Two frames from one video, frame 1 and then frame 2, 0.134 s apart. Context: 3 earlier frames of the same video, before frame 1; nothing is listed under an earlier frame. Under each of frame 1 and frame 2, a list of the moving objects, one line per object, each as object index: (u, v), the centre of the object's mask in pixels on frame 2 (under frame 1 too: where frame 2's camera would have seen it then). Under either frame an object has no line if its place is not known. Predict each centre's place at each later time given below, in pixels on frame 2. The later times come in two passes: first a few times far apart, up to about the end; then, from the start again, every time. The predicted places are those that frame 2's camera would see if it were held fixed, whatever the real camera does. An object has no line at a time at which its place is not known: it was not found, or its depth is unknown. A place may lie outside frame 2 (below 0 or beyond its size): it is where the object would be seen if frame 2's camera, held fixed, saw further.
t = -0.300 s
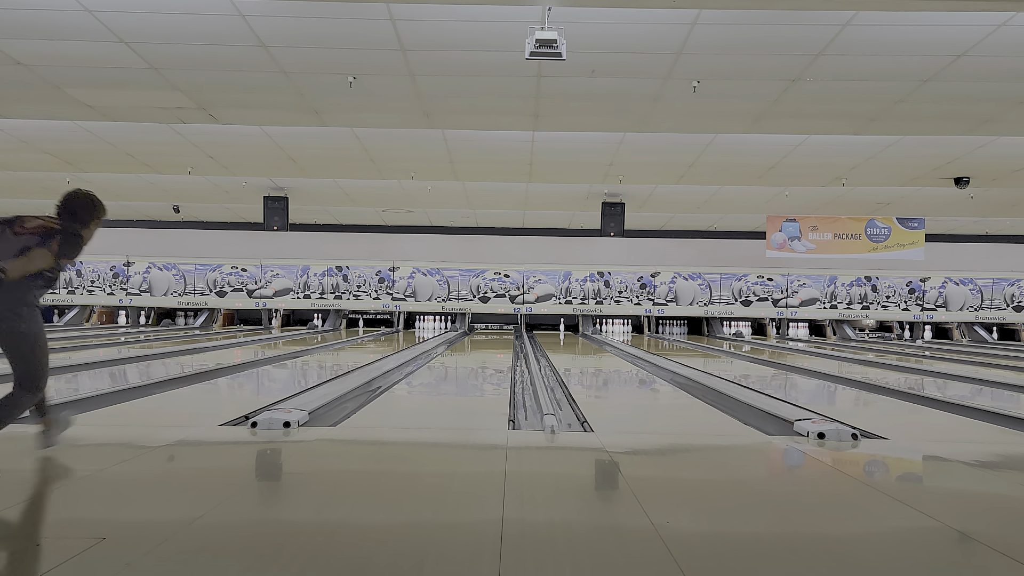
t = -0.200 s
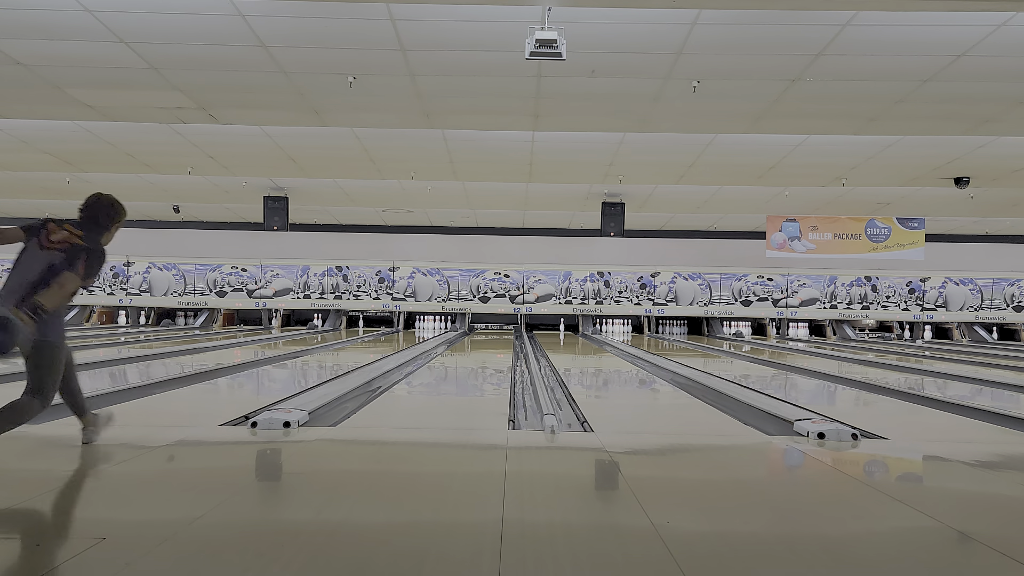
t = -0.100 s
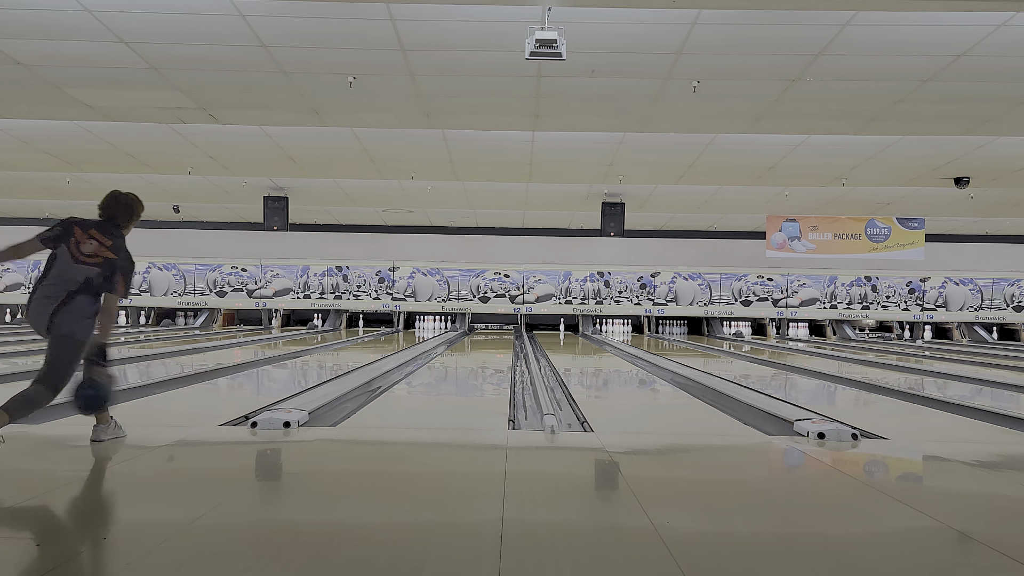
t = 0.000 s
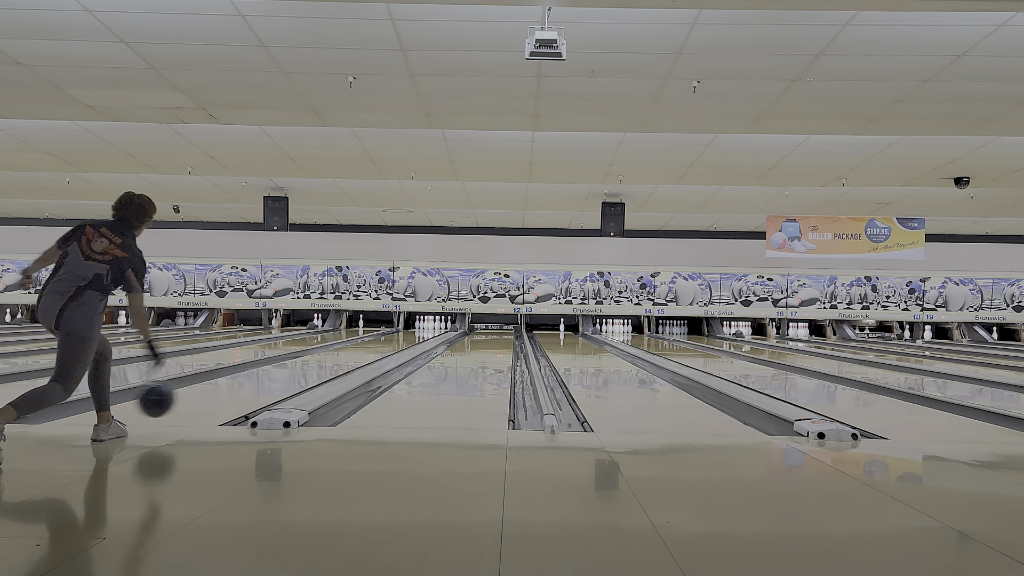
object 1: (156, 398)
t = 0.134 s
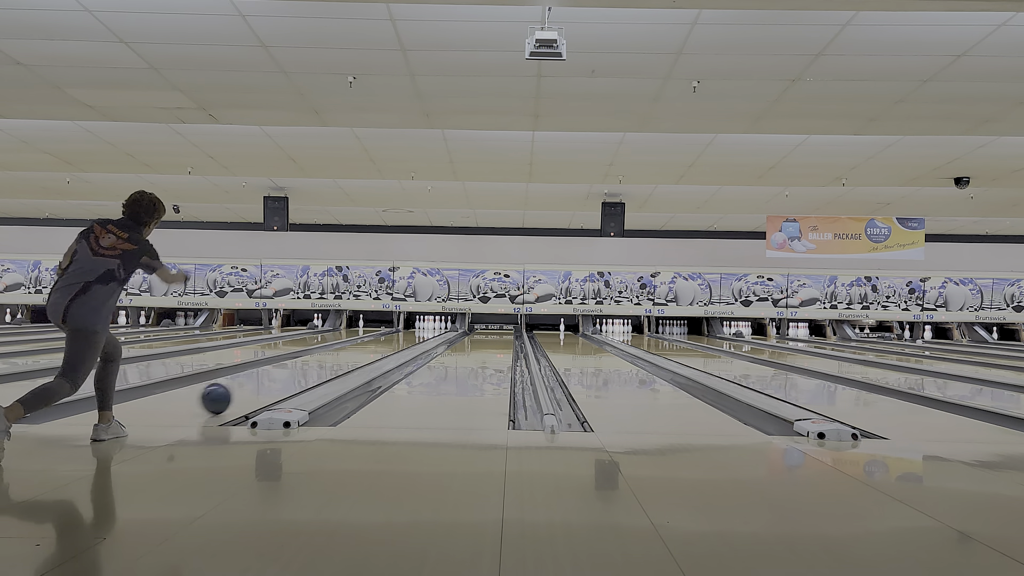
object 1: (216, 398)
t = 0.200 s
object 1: (239, 392)
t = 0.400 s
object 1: (292, 376)
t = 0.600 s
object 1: (327, 365)
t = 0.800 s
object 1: (352, 357)
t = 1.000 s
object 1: (371, 351)
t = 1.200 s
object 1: (386, 346)
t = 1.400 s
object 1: (398, 342)
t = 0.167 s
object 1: (228, 395)
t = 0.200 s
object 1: (239, 392)
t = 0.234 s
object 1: (250, 388)
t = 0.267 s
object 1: (259, 385)
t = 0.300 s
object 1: (268, 383)
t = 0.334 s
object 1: (276, 380)
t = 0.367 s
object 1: (284, 378)
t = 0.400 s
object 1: (292, 376)
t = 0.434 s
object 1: (298, 374)
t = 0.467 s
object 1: (305, 372)
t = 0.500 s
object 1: (311, 370)
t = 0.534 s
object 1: (316, 368)
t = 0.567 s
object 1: (322, 366)
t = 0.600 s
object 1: (327, 365)
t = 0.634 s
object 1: (332, 363)
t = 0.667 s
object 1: (336, 362)
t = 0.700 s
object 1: (341, 360)
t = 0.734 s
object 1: (345, 359)
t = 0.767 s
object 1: (349, 358)
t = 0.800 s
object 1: (352, 357)
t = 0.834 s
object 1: (356, 355)
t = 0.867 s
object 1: (359, 354)
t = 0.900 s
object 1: (363, 354)
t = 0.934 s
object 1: (366, 353)
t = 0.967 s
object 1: (368, 352)
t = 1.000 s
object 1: (371, 351)
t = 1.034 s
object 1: (374, 350)
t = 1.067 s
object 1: (377, 349)
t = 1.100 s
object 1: (379, 348)
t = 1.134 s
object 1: (381, 348)
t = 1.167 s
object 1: (384, 347)
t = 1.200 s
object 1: (386, 346)
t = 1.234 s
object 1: (388, 345)
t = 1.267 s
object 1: (390, 345)
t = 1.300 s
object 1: (392, 344)
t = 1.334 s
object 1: (394, 343)
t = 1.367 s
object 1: (396, 343)
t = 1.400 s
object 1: (398, 342)
